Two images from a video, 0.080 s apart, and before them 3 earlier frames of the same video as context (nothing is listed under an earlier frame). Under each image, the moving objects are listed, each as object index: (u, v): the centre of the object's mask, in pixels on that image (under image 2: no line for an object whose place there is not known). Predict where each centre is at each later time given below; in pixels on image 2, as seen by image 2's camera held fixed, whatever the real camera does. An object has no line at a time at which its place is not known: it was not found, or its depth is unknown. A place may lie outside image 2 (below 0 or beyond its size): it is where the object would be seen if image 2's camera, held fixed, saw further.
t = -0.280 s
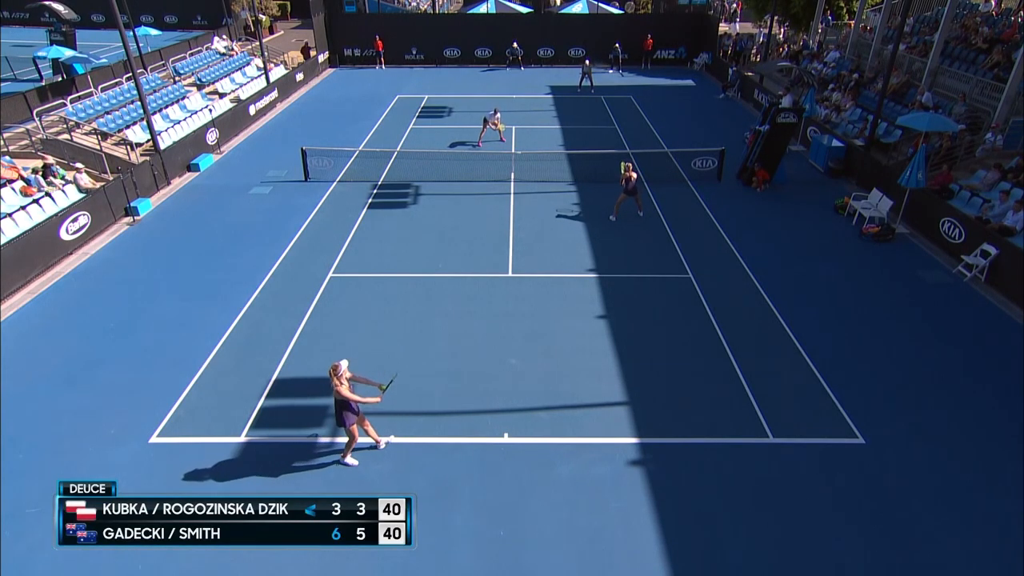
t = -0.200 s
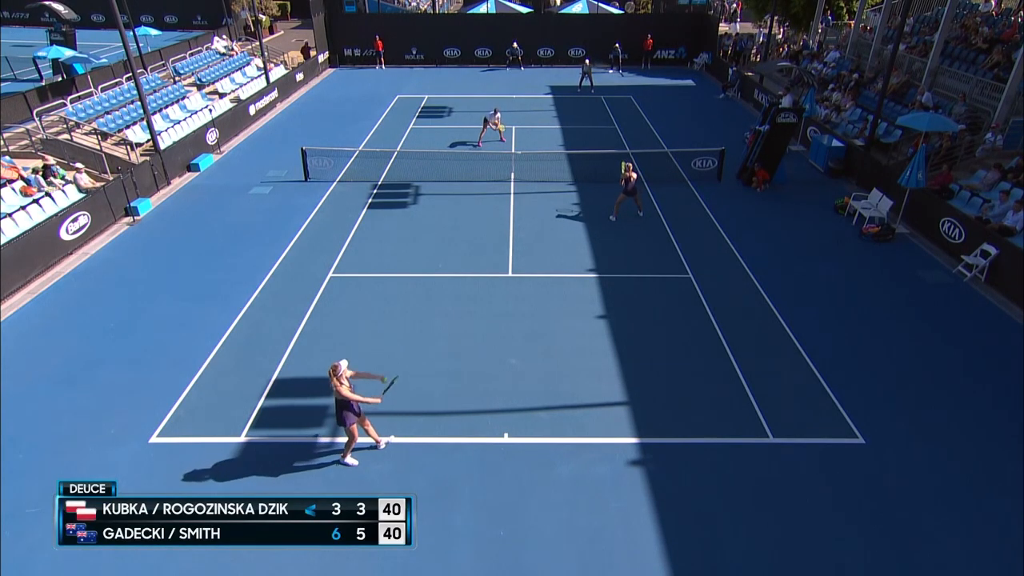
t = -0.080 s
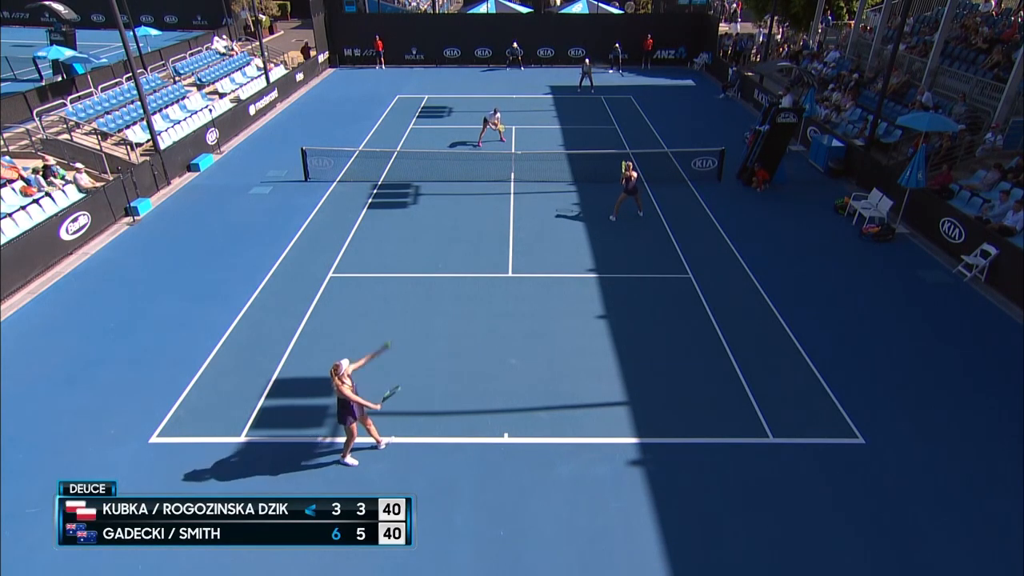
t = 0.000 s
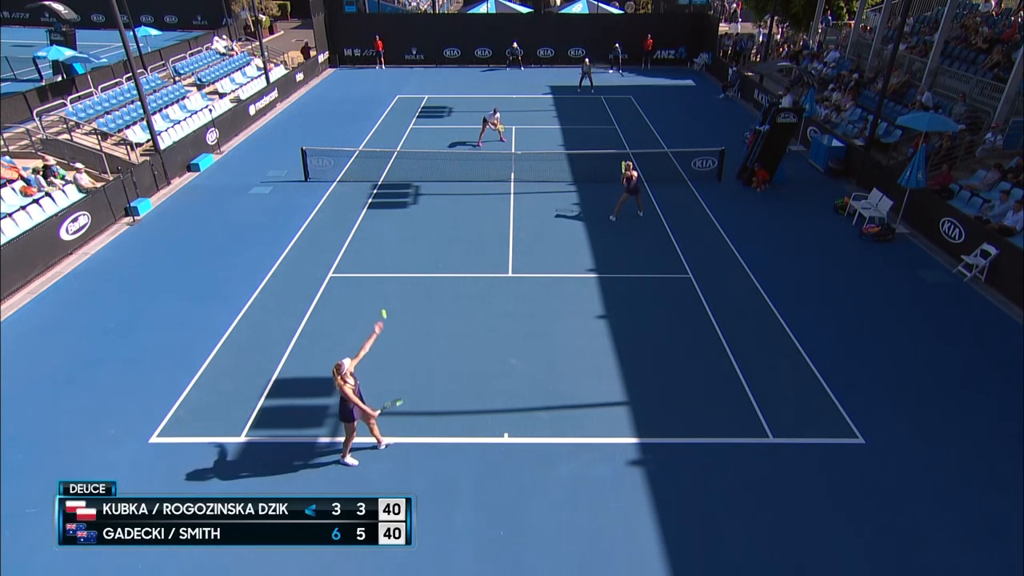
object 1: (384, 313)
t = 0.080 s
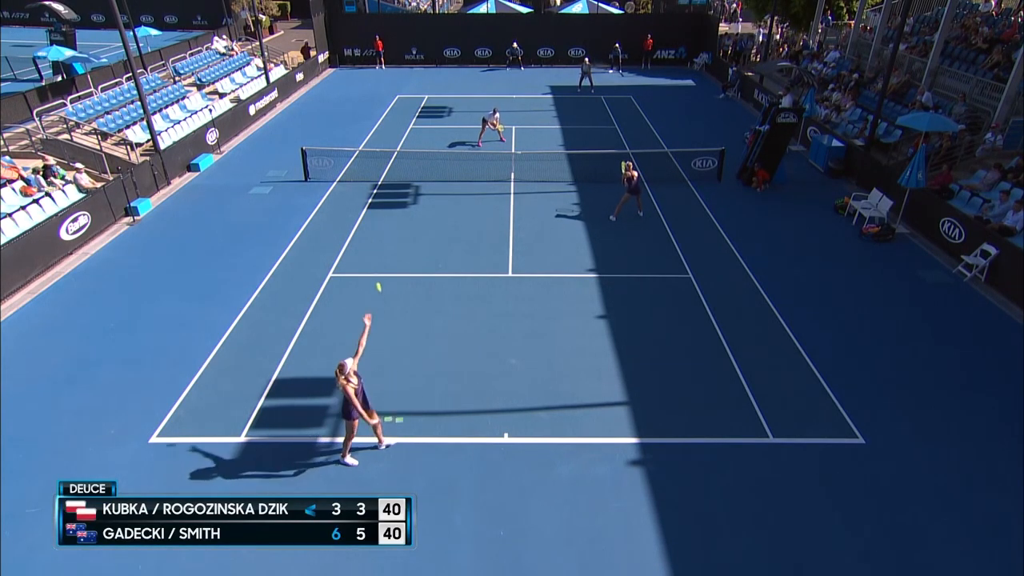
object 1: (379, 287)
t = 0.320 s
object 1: (364, 226)
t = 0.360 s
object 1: (363, 220)
